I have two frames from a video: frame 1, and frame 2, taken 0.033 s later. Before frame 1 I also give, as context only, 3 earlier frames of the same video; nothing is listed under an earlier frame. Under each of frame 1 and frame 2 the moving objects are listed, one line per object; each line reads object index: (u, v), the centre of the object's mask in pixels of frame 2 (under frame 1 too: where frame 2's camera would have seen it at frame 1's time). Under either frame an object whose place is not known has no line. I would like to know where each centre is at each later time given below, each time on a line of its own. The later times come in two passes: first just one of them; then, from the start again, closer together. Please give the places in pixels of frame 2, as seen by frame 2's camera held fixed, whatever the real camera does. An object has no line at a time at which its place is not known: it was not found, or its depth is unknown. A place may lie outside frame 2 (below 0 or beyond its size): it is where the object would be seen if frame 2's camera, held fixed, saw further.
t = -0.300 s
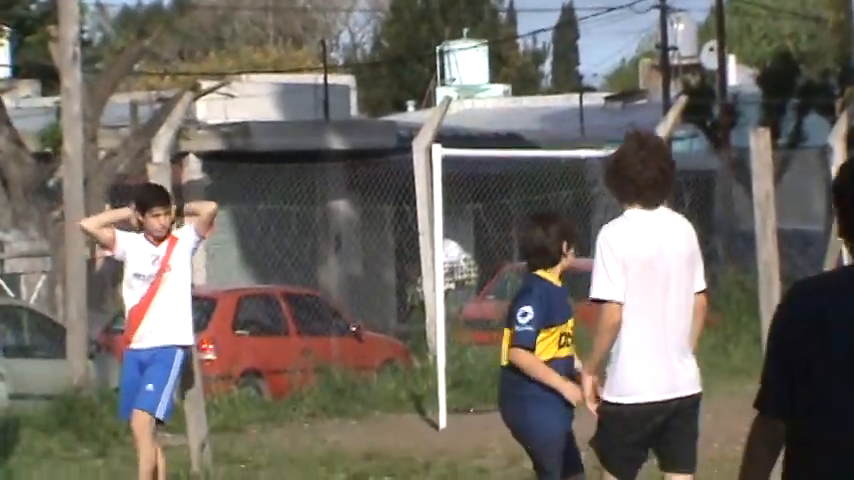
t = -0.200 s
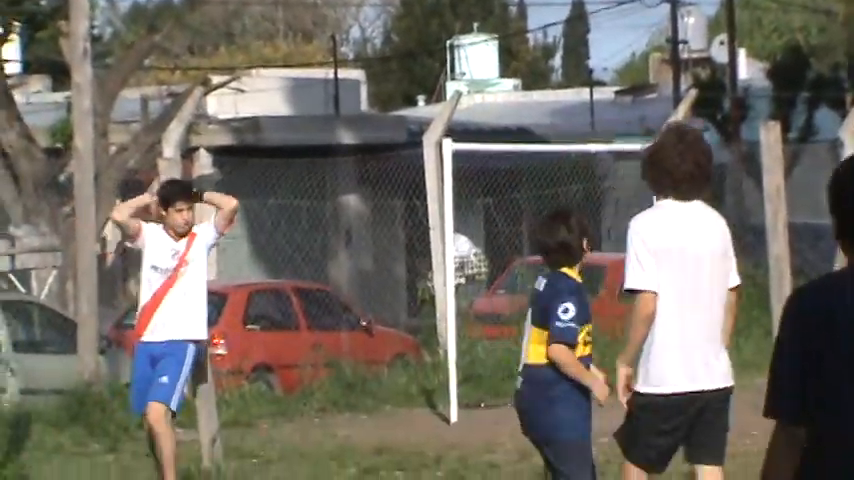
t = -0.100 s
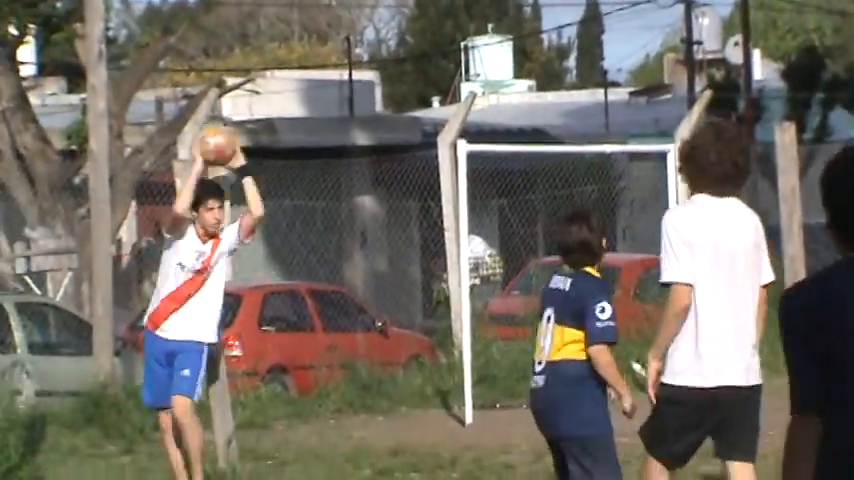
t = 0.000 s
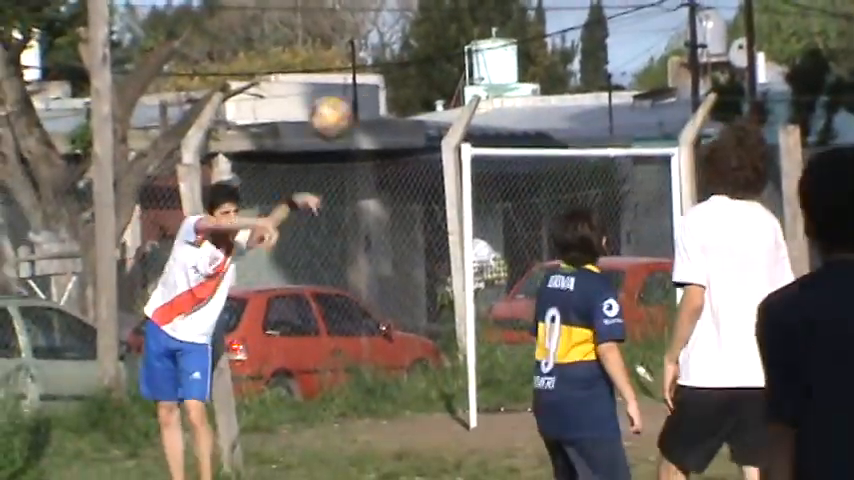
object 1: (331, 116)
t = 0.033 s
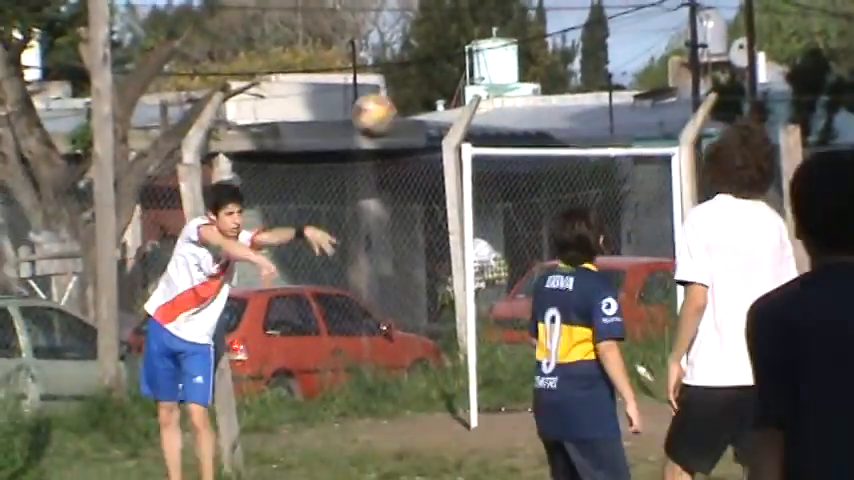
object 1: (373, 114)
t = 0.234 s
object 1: (650, 146)
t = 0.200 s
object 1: (603, 137)
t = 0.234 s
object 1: (650, 146)
